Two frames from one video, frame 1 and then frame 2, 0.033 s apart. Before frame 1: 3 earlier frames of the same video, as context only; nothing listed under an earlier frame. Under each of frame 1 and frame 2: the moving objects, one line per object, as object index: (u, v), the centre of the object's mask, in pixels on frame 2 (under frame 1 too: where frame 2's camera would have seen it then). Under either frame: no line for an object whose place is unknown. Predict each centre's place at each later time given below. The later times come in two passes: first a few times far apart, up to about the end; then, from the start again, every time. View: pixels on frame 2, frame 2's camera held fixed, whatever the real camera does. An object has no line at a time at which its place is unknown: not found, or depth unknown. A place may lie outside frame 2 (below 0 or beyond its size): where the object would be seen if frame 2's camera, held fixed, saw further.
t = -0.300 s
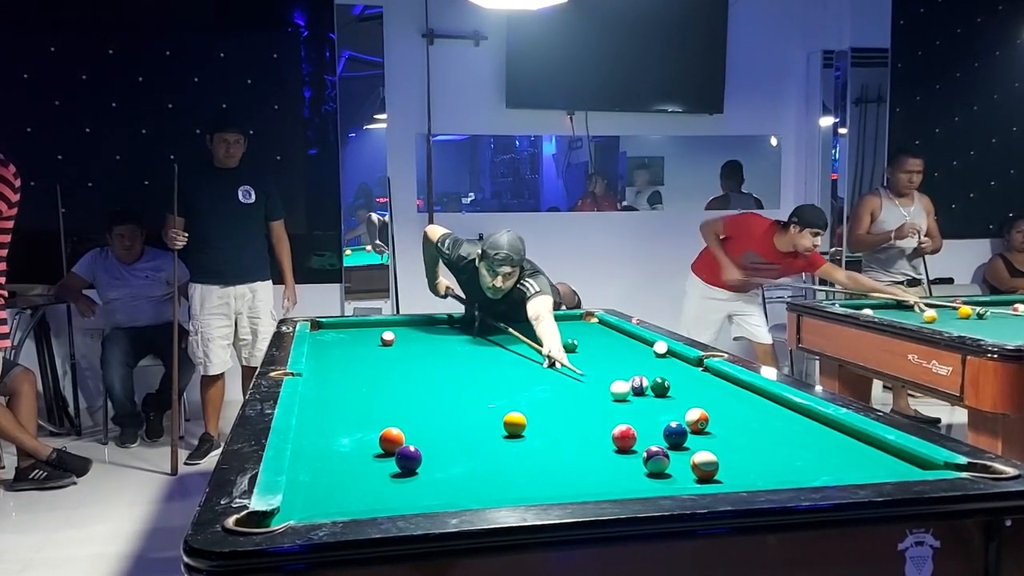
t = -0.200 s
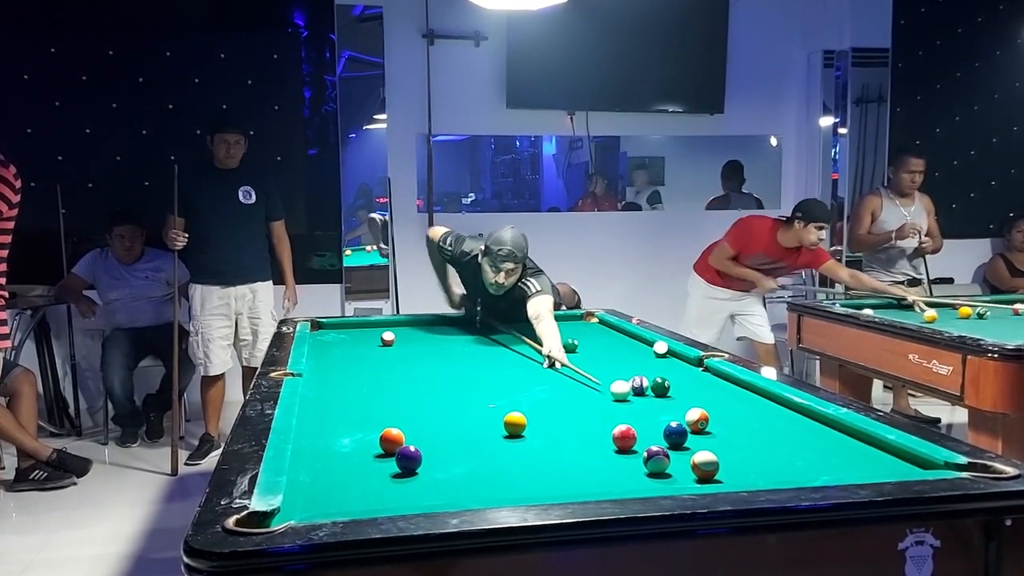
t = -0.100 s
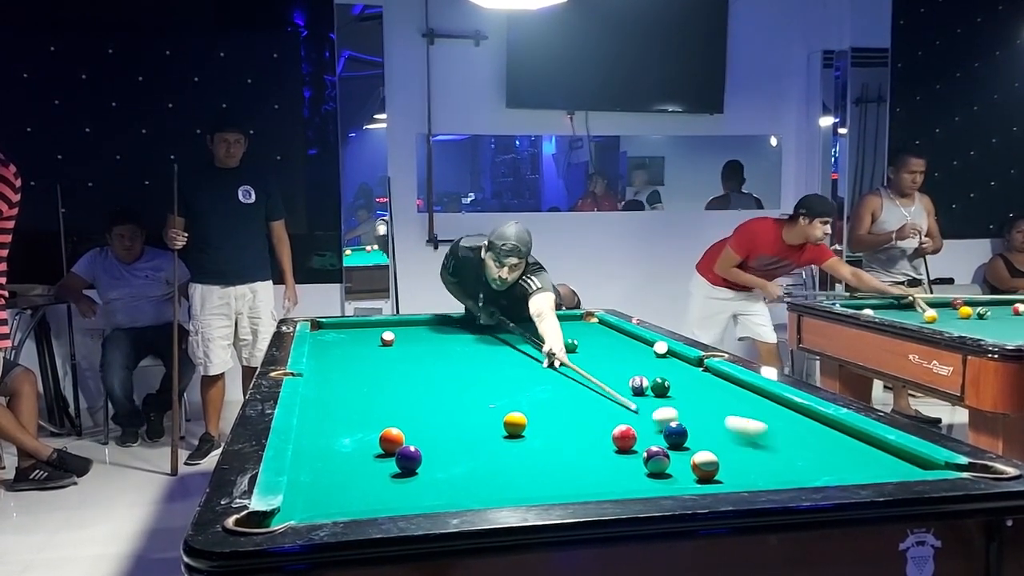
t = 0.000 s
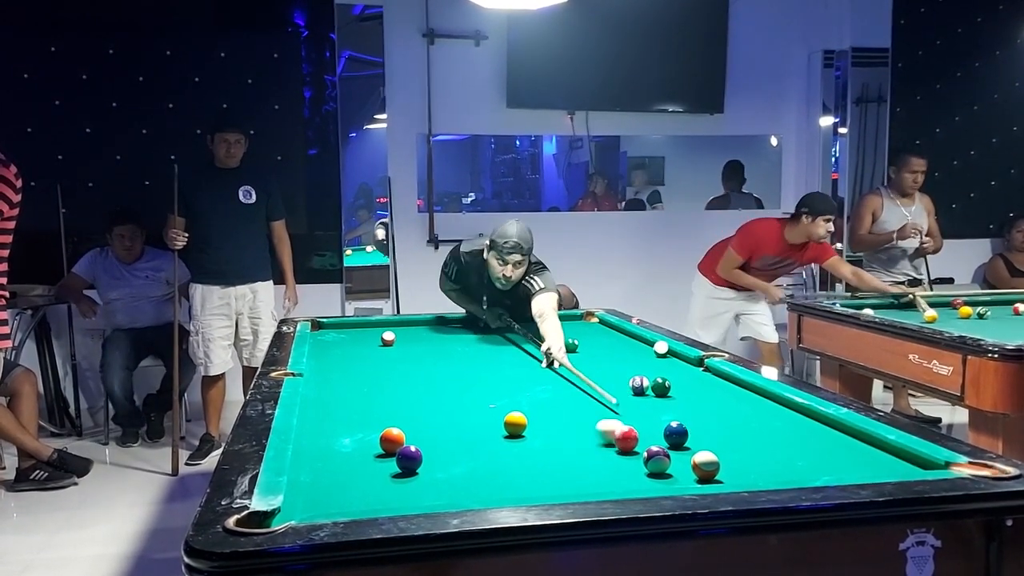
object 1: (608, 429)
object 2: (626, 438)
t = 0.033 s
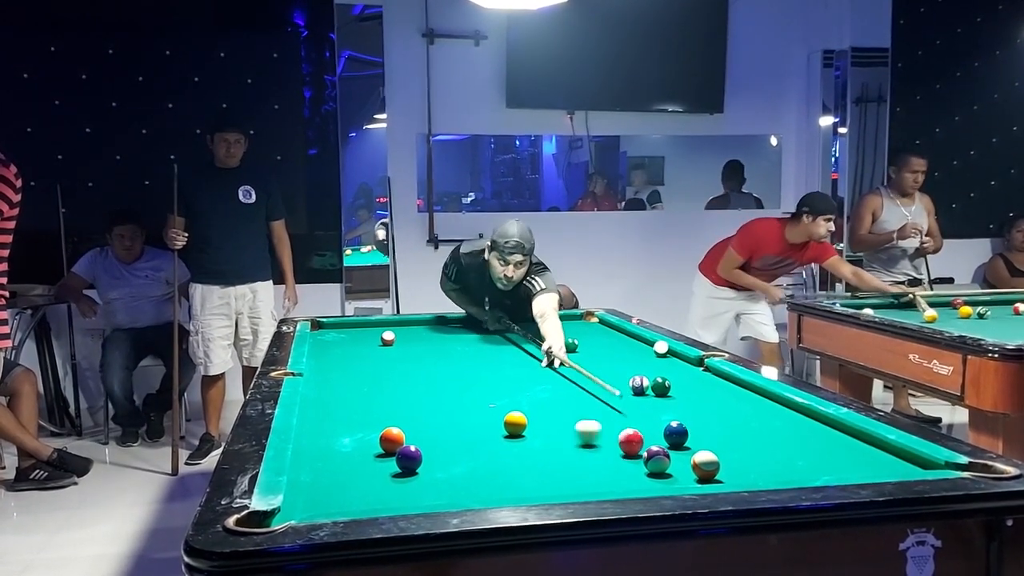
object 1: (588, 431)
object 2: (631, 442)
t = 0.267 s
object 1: (454, 436)
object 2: (646, 453)
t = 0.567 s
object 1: (390, 433)
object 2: (652, 459)
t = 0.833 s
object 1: (352, 428)
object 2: (656, 462)
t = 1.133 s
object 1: (314, 424)
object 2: (659, 463)
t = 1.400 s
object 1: (318, 417)
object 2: (655, 462)
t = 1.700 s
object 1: (330, 410)
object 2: (656, 462)
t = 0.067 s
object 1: (567, 432)
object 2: (635, 445)
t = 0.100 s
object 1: (547, 433)
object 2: (637, 446)
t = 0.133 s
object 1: (527, 433)
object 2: (640, 448)
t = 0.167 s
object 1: (509, 434)
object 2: (641, 450)
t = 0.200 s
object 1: (490, 435)
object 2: (643, 451)
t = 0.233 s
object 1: (472, 435)
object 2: (644, 453)
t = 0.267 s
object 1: (454, 436)
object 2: (646, 453)
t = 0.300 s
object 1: (435, 437)
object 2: (647, 454)
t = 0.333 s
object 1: (418, 436)
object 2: (648, 455)
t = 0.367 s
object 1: (416, 435)
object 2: (648, 455)
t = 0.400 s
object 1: (413, 434)
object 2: (649, 456)
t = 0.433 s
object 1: (409, 434)
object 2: (650, 456)
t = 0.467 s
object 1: (405, 434)
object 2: (651, 457)
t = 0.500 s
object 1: (400, 434)
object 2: (652, 457)
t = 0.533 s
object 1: (395, 434)
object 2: (652, 458)
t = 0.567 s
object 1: (390, 433)
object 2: (652, 459)
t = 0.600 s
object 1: (385, 432)
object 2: (653, 459)
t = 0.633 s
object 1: (380, 432)
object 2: (654, 459)
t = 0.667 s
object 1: (375, 431)
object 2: (654, 460)
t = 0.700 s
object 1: (371, 431)
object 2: (654, 460)
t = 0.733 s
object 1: (366, 429)
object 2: (655, 461)
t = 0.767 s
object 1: (361, 427)
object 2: (655, 461)
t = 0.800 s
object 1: (356, 428)
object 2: (656, 461)
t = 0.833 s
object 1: (352, 428)
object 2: (656, 462)
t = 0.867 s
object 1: (348, 428)
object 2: (656, 463)
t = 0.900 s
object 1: (343, 427)
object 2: (657, 462)
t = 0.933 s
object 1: (339, 427)
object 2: (658, 463)
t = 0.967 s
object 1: (334, 426)
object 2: (658, 463)
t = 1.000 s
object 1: (330, 426)
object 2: (658, 463)
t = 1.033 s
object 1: (326, 425)
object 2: (658, 463)
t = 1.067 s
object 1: (322, 425)
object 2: (658, 463)
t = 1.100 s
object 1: (318, 425)
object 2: (658, 463)
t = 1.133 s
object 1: (314, 424)
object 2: (659, 463)
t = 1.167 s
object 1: (310, 424)
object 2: (658, 463)
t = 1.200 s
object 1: (307, 424)
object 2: (657, 463)
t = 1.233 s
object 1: (310, 422)
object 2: (657, 463)
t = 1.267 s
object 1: (312, 421)
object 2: (656, 463)
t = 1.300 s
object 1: (313, 420)
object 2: (656, 463)
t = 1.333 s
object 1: (315, 419)
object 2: (655, 462)
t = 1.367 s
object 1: (316, 418)
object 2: (655, 462)
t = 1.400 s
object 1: (318, 417)
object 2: (655, 462)
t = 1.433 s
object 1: (319, 417)
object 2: (655, 462)
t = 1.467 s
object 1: (321, 415)
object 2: (655, 462)
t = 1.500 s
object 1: (322, 415)
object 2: (655, 462)
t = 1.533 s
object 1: (324, 414)
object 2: (655, 462)
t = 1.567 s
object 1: (325, 413)
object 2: (655, 462)
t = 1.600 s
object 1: (326, 412)
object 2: (655, 462)
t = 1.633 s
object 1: (327, 411)
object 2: (655, 461)
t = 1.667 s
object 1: (328, 410)
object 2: (655, 462)
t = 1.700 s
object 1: (330, 410)
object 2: (656, 462)
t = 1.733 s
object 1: (331, 409)
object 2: (656, 462)
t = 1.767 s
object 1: (332, 408)
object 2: (656, 462)
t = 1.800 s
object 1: (333, 408)
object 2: (656, 462)
